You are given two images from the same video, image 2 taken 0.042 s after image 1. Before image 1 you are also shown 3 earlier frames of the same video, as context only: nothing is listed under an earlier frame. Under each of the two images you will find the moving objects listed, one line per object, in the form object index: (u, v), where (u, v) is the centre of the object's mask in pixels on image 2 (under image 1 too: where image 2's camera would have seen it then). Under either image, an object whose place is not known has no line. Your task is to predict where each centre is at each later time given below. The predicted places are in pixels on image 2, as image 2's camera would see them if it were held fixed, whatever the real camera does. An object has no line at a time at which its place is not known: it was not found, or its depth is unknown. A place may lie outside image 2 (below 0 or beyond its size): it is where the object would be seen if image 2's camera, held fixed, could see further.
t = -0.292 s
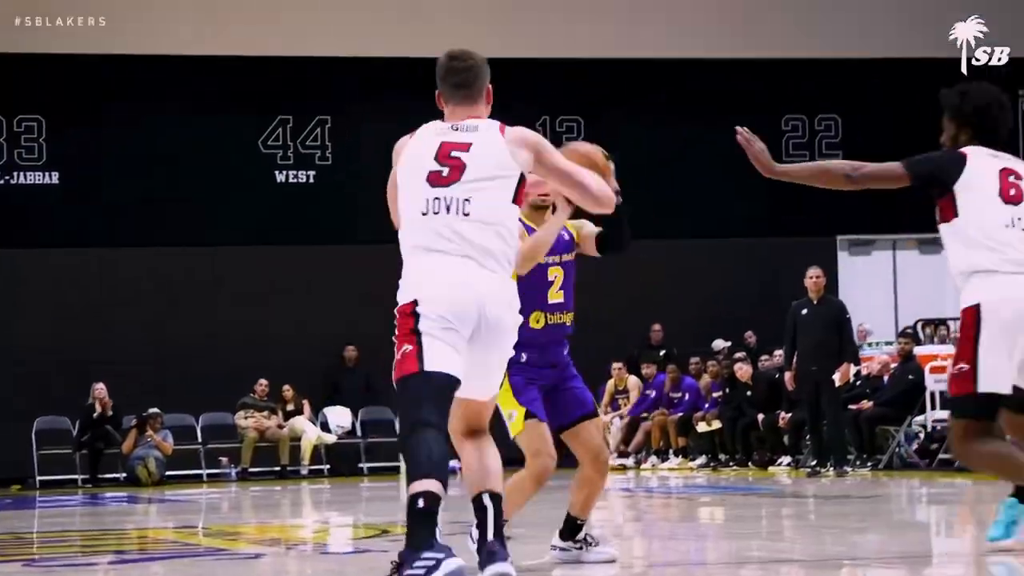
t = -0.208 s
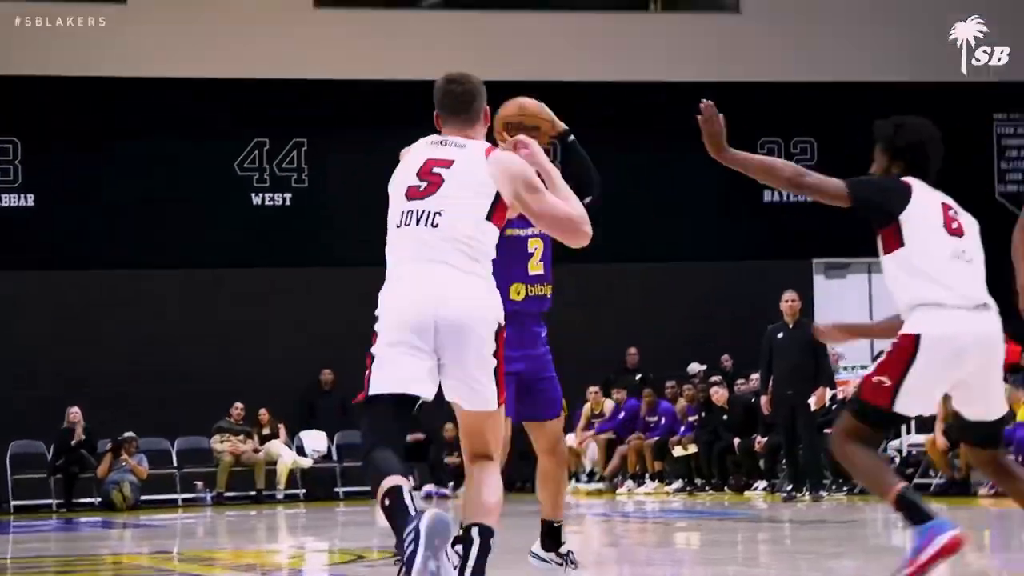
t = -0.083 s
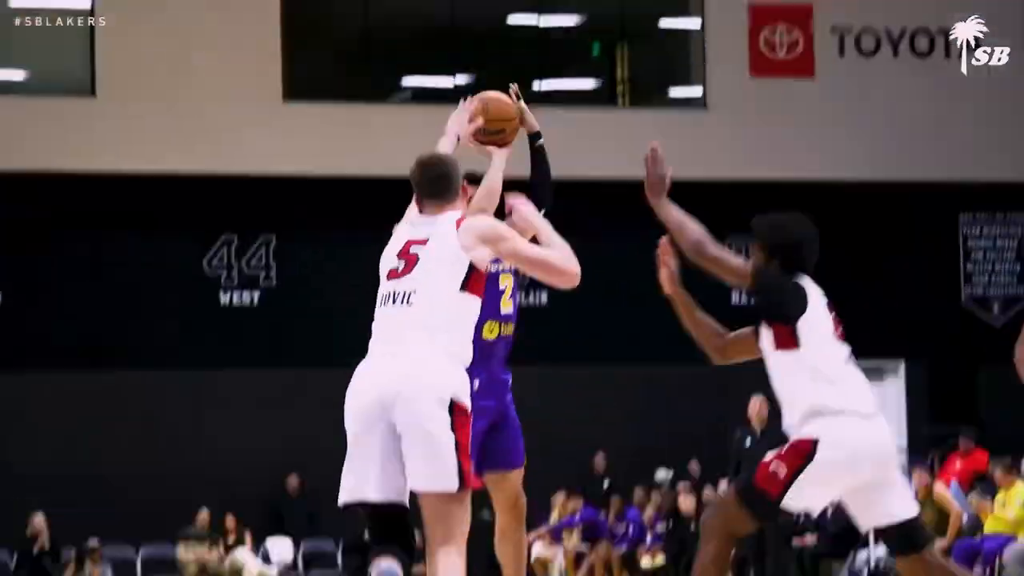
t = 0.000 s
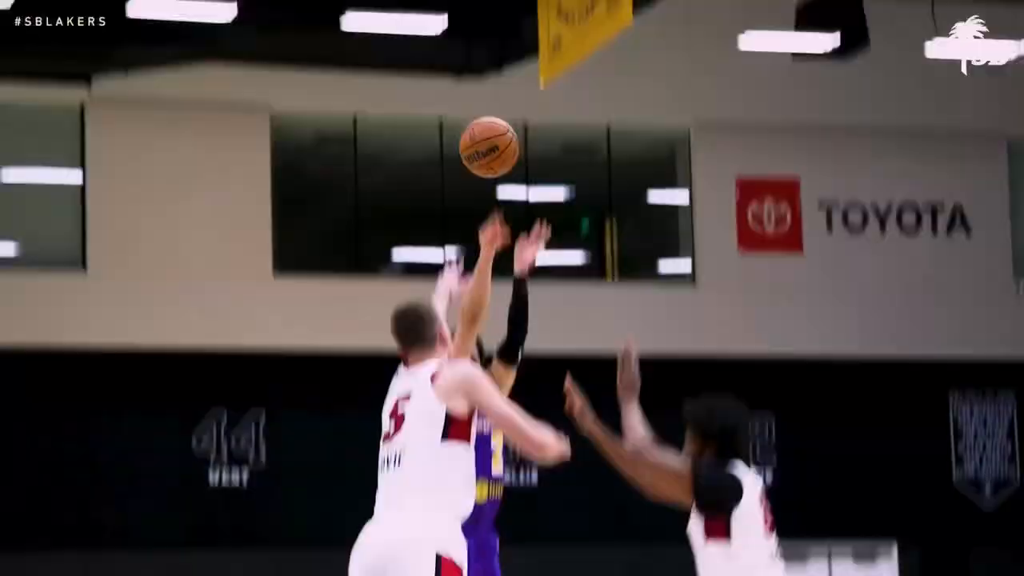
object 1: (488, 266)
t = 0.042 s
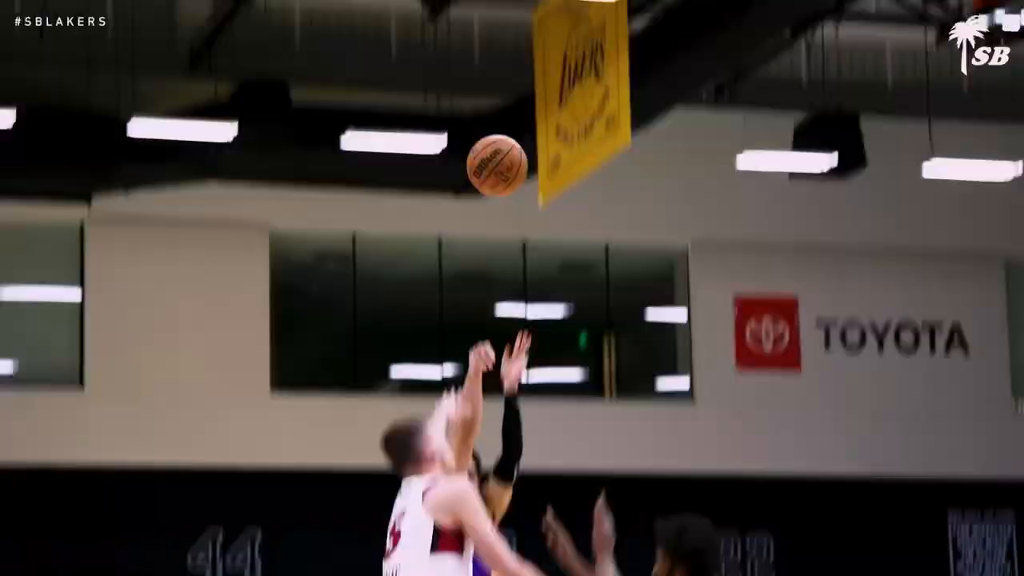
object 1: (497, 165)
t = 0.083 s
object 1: (503, 100)
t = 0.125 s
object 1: (514, 5)
